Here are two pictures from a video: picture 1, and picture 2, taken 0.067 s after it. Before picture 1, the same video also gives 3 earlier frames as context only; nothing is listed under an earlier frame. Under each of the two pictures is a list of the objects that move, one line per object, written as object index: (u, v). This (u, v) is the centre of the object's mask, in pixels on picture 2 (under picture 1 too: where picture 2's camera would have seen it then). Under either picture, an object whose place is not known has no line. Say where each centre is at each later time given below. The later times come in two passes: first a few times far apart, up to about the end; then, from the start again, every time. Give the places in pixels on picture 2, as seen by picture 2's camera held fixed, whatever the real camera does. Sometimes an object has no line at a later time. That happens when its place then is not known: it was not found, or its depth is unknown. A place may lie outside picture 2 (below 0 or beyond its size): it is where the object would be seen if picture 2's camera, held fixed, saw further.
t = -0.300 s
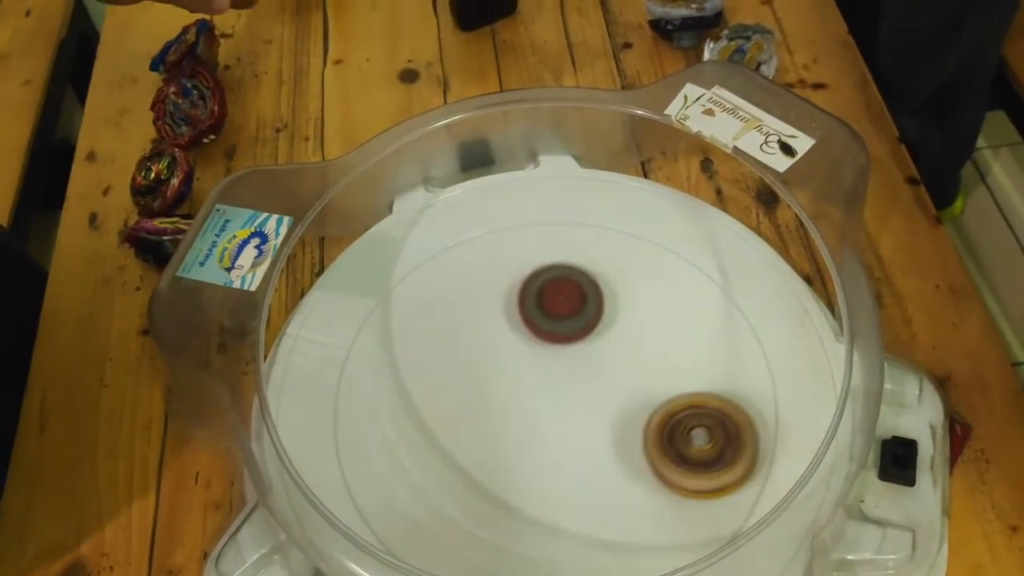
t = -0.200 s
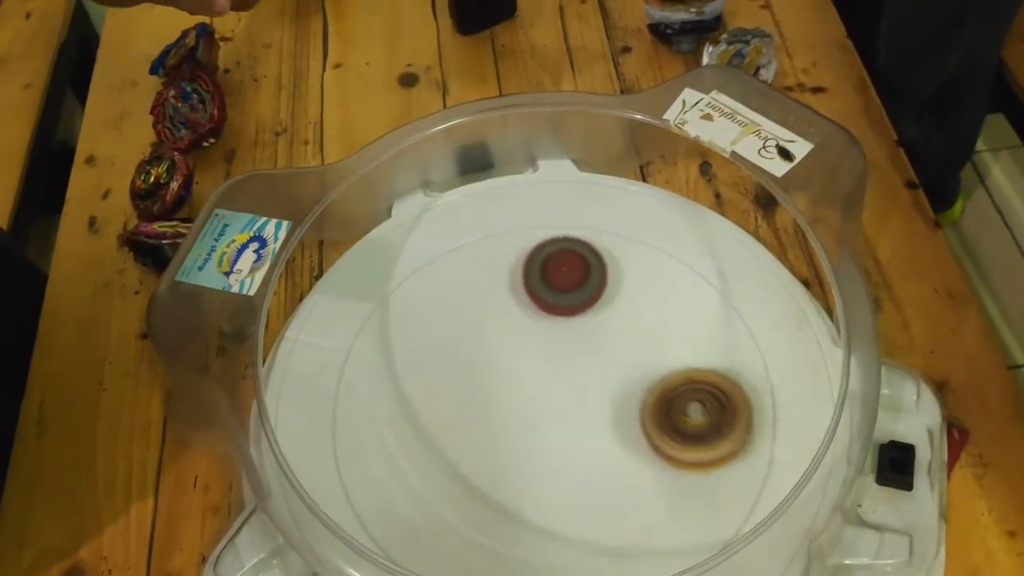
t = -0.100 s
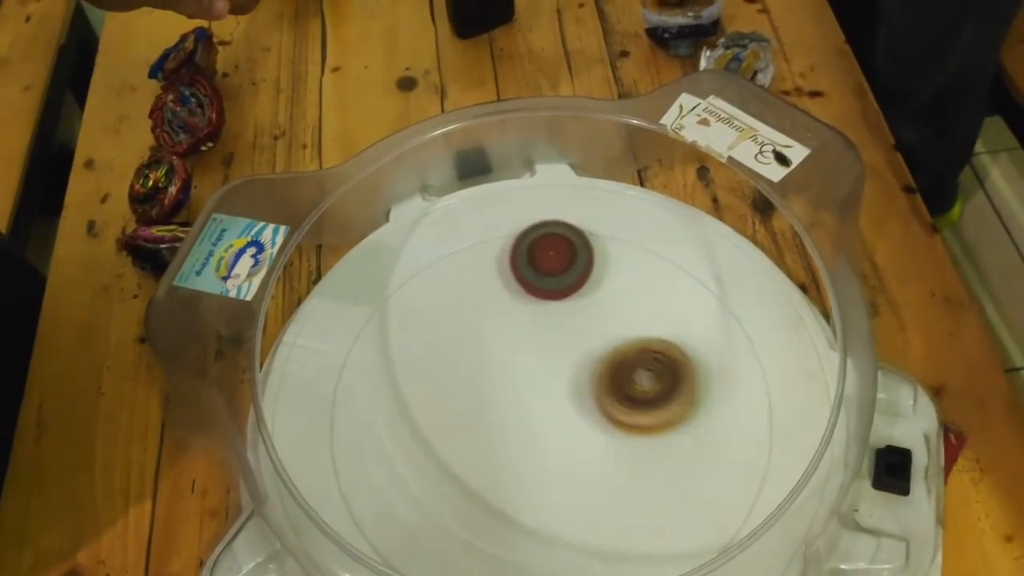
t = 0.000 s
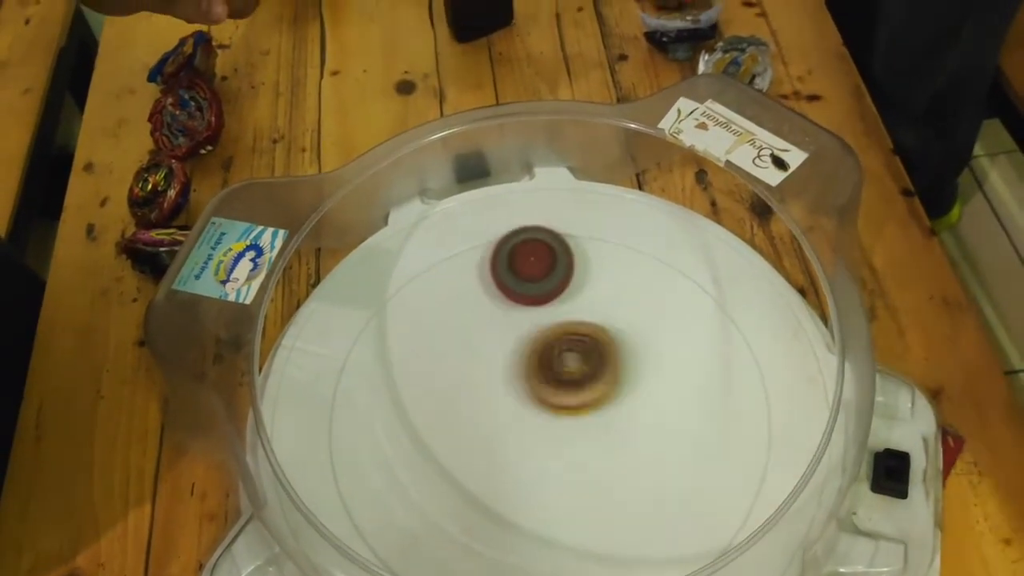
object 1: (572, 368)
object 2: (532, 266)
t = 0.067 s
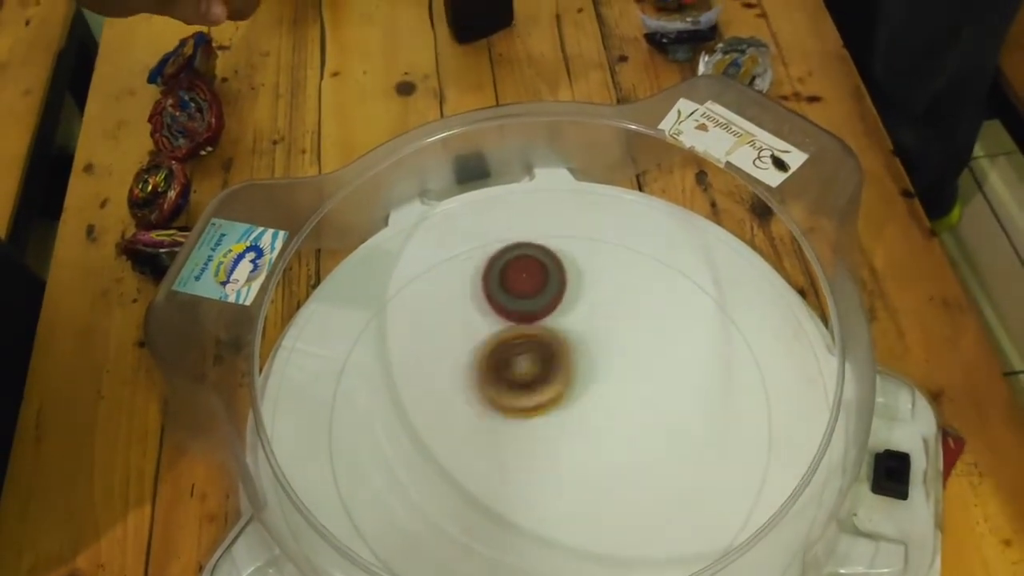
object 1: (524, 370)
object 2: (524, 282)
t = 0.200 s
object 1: (447, 428)
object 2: (530, 307)
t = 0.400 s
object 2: (582, 365)
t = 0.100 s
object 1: (500, 380)
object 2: (524, 286)
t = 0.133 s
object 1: (480, 393)
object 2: (525, 291)
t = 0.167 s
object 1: (460, 410)
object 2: (527, 298)
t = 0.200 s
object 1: (447, 428)
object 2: (530, 307)
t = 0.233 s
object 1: (435, 447)
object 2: (534, 316)
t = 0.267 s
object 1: (428, 467)
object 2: (541, 326)
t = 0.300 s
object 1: (425, 487)
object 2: (549, 336)
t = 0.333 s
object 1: (428, 508)
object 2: (559, 347)
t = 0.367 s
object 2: (570, 357)
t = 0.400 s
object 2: (582, 365)
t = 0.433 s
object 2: (596, 373)
